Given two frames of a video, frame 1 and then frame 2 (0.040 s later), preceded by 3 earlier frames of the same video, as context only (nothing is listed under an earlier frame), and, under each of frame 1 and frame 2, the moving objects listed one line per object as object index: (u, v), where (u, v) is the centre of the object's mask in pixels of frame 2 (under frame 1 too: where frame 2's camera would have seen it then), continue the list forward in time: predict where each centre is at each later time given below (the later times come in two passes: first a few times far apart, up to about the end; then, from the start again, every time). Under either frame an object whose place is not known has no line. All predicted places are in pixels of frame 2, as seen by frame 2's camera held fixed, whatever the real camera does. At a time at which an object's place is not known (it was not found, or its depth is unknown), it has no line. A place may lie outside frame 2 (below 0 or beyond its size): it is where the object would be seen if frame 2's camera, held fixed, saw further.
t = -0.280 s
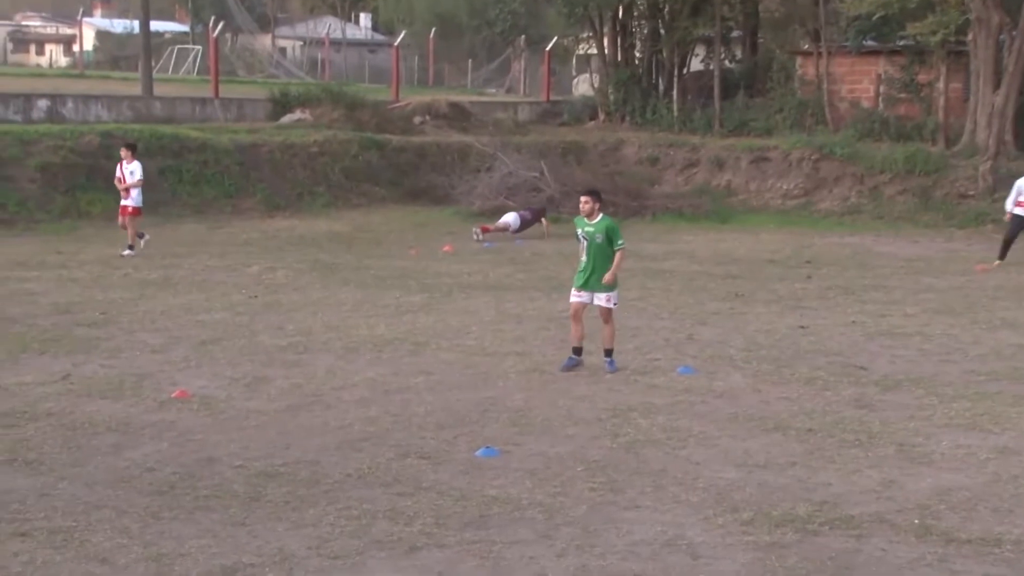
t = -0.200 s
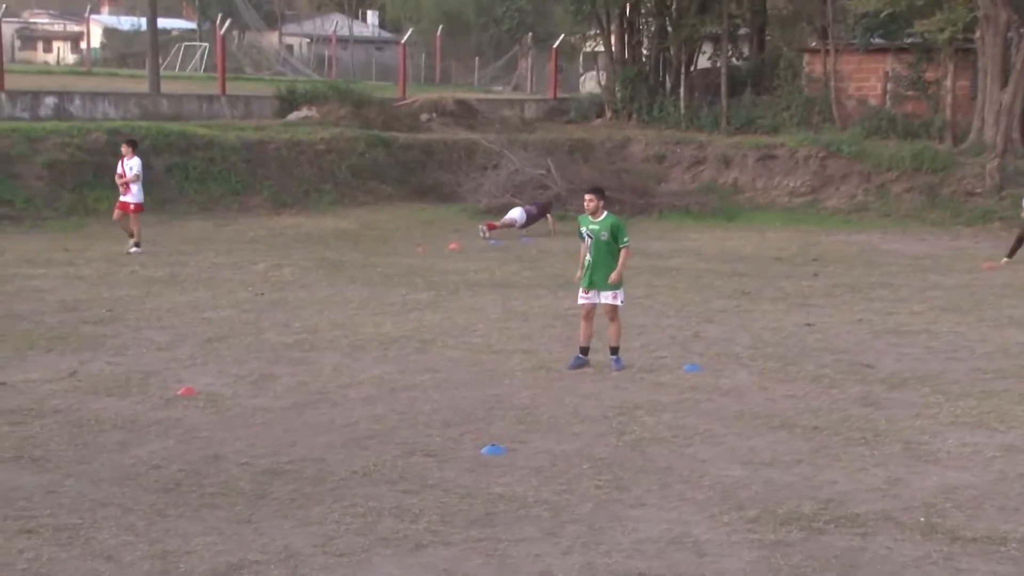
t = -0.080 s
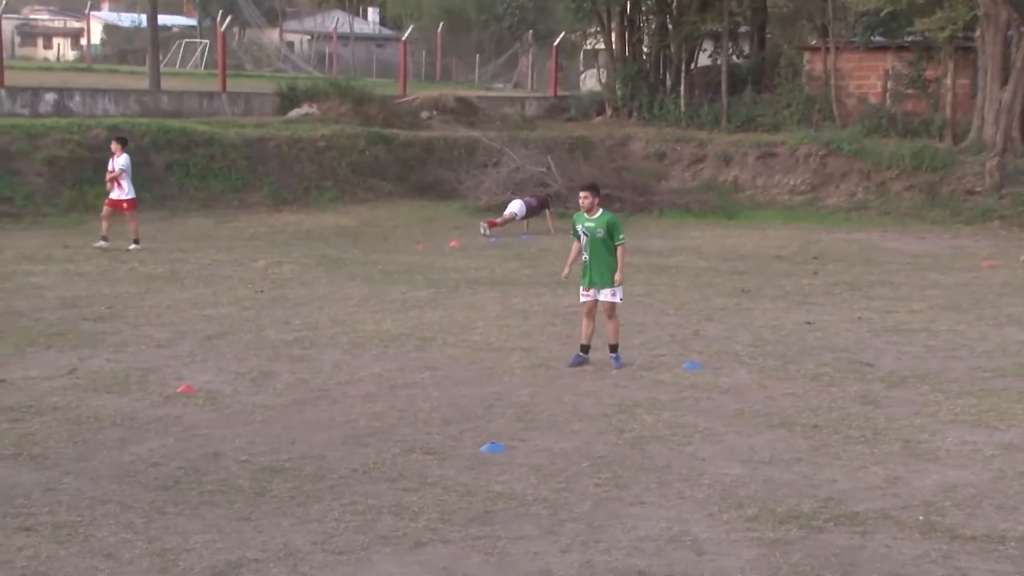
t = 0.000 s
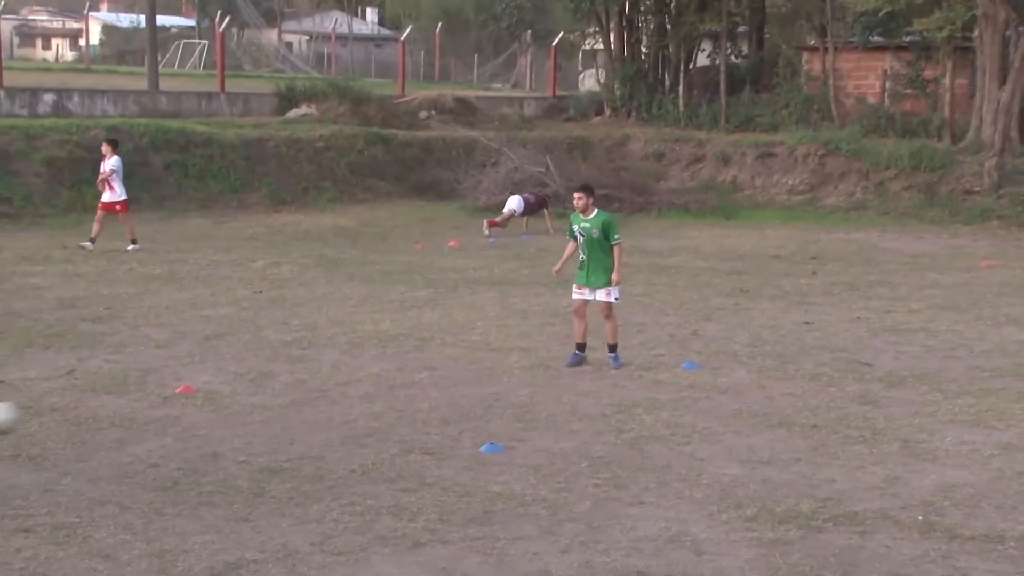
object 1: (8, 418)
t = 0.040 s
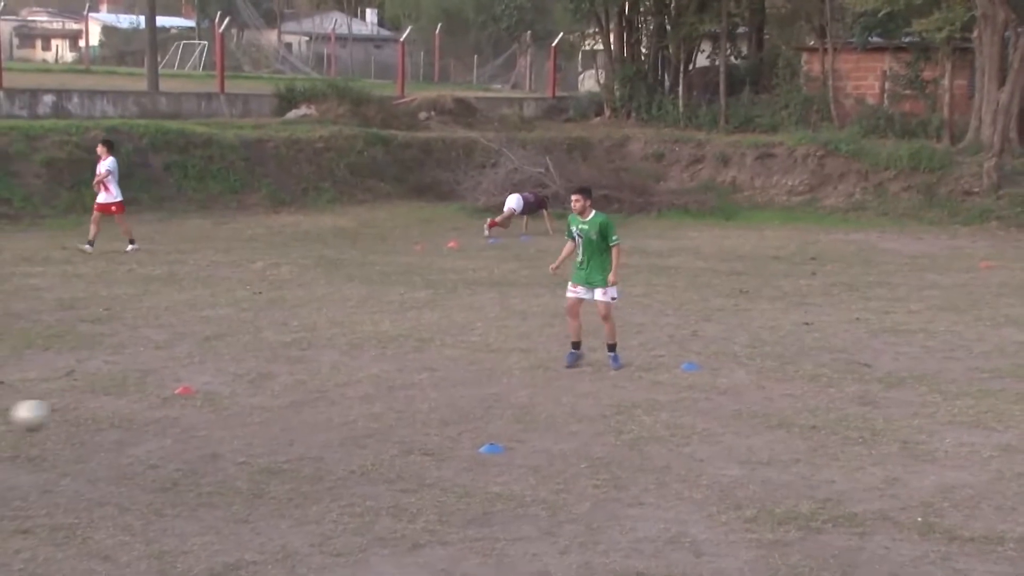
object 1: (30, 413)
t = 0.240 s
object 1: (151, 403)
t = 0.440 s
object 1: (213, 361)
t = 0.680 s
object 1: (277, 372)
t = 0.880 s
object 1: (313, 335)
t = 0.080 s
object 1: (59, 412)
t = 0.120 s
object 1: (87, 414)
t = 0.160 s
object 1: (113, 417)
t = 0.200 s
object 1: (138, 419)
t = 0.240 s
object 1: (151, 403)
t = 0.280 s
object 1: (165, 391)
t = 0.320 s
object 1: (177, 380)
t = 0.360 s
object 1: (189, 372)
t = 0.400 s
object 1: (202, 364)
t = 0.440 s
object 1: (213, 361)
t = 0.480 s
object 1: (224, 359)
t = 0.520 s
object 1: (235, 359)
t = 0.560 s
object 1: (245, 359)
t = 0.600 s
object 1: (256, 363)
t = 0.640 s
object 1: (267, 369)
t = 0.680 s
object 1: (277, 372)
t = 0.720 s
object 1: (285, 361)
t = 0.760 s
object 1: (291, 351)
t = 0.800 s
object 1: (299, 344)
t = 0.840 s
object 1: (305, 339)
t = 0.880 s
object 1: (313, 335)
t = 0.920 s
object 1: (319, 333)
